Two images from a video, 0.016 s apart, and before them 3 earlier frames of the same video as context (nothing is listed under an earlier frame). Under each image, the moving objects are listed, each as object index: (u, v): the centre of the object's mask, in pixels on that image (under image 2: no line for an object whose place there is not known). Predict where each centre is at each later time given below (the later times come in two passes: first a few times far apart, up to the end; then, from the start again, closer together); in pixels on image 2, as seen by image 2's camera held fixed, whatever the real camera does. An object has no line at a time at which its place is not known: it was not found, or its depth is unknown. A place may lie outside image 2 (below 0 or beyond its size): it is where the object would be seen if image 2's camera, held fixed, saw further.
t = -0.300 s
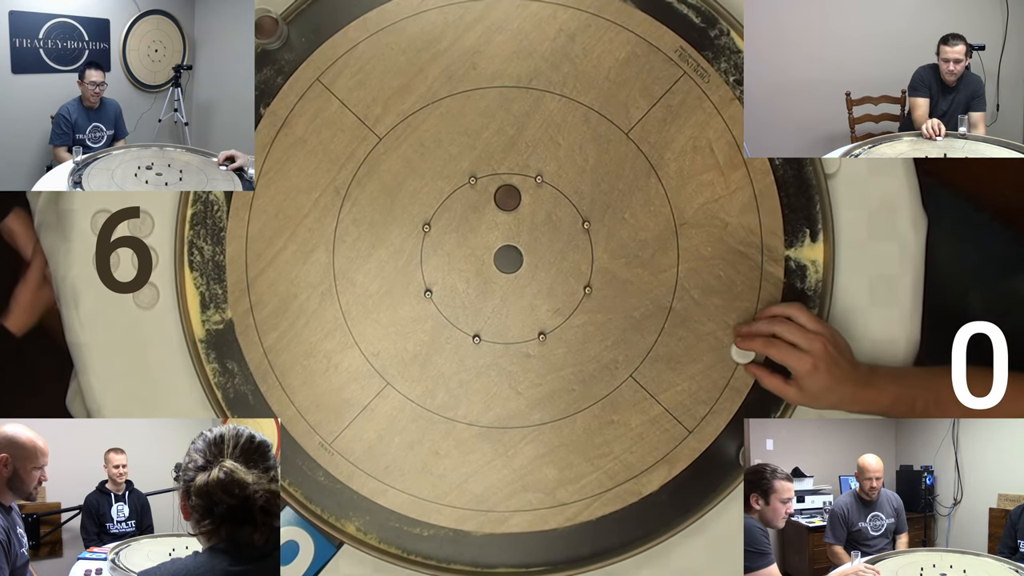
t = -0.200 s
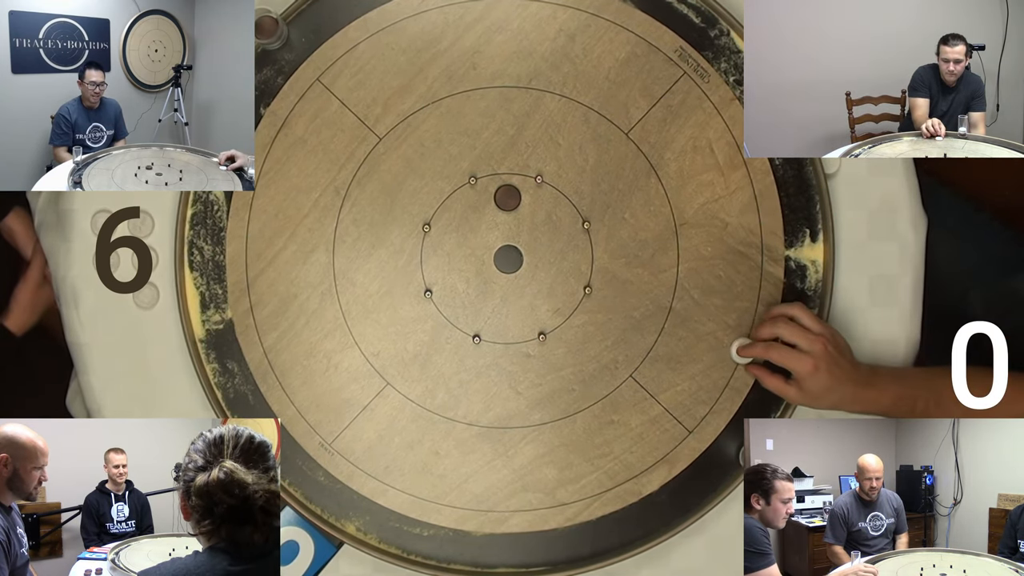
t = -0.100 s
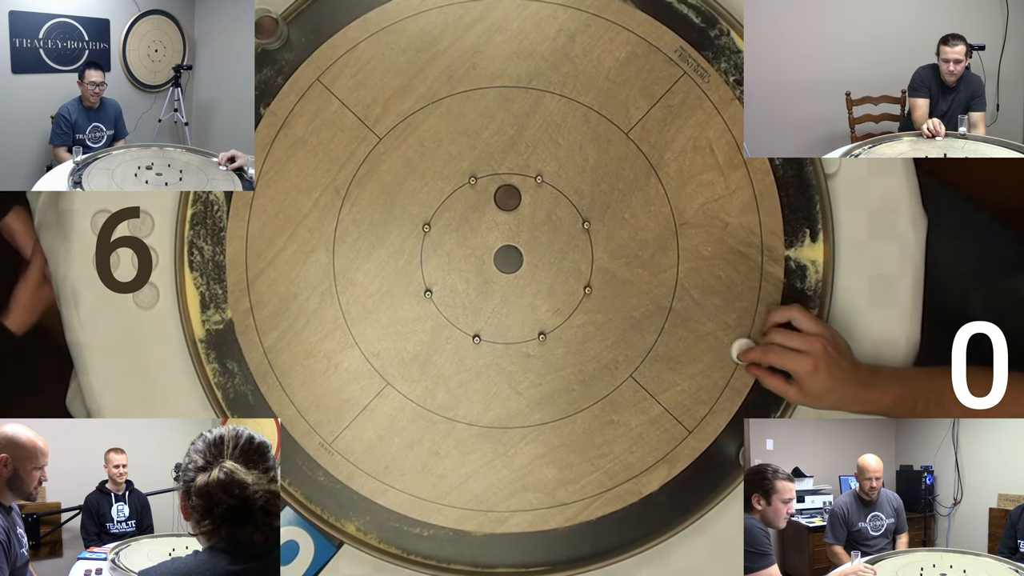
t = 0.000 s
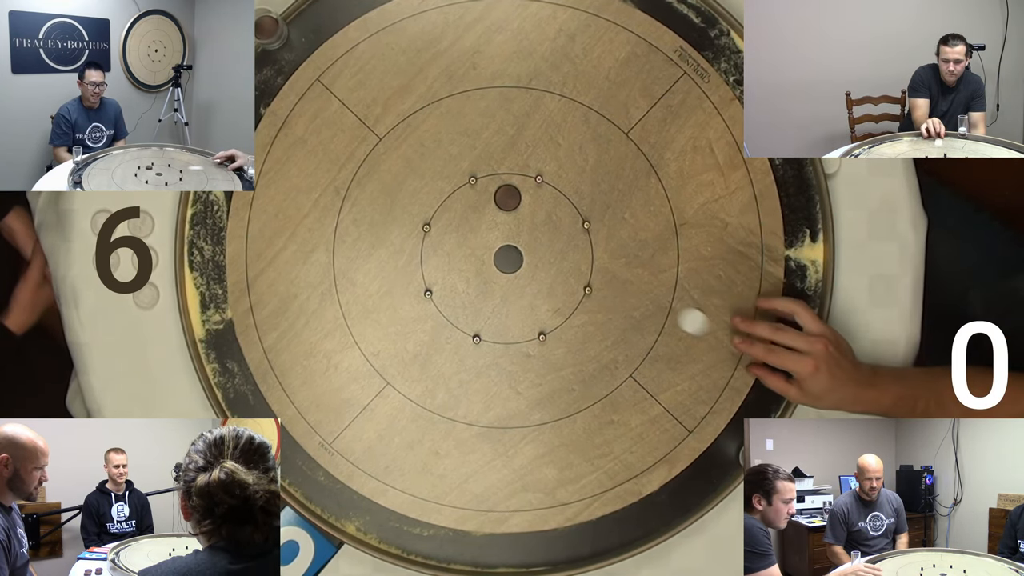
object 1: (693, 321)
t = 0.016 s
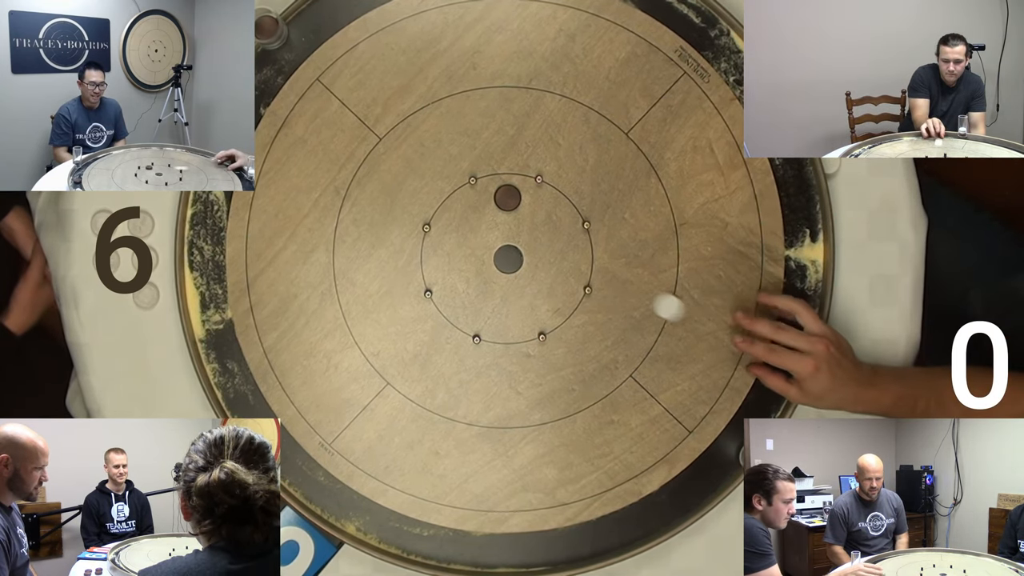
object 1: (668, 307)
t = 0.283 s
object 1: (447, 246)
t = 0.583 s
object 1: (382, 267)
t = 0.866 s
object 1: (379, 267)
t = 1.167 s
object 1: (379, 267)
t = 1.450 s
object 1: (379, 267)
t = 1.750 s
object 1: (379, 267)
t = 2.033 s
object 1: (379, 267)
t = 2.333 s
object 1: (379, 267)
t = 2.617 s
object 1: (379, 267)
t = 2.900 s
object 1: (379, 267)
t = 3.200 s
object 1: (379, 267)
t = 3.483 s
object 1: (379, 267)
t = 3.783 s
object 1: (379, 267)
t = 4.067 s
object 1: (379, 267)
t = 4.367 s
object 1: (379, 267)
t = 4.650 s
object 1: (379, 267)
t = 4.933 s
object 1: (379, 267)
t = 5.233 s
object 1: (379, 267)
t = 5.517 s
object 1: (379, 267)
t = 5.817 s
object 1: (379, 267)
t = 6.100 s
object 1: (379, 267)
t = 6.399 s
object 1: (379, 267)
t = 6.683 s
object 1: (379, 267)
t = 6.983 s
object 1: (379, 267)
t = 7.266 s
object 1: (379, 267)
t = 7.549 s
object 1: (379, 267)
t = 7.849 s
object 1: (379, 267)
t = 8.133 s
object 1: (379, 267)
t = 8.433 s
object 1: (379, 267)
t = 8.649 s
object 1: (379, 267)
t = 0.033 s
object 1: (644, 293)
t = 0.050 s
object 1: (621, 279)
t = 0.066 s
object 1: (597, 265)
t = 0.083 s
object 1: (575, 251)
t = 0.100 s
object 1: (552, 238)
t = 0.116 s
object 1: (529, 225)
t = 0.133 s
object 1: (516, 222)
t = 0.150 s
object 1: (507, 225)
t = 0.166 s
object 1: (498, 228)
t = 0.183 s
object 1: (490, 231)
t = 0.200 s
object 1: (481, 234)
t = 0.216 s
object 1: (474, 237)
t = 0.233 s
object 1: (467, 239)
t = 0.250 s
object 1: (460, 241)
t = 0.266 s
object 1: (453, 243)
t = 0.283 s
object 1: (447, 246)
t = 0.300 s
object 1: (441, 248)
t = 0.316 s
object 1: (435, 250)
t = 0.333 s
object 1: (430, 251)
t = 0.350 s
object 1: (425, 253)
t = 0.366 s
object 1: (420, 254)
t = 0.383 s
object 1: (415, 256)
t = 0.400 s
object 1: (411, 257)
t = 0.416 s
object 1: (407, 259)
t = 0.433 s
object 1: (403, 260)
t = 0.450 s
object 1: (400, 261)
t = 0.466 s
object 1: (397, 262)
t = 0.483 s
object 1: (394, 263)
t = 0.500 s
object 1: (391, 264)
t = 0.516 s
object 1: (389, 265)
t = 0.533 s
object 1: (387, 265)
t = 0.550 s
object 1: (385, 266)
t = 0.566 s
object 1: (384, 266)
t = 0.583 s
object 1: (382, 267)
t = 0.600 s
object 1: (381, 267)
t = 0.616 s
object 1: (380, 267)
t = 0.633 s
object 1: (380, 267)
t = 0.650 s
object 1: (380, 267)
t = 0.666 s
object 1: (379, 267)
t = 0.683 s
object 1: (379, 267)
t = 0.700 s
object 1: (379, 267)
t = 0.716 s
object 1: (379, 267)
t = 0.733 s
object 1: (379, 267)
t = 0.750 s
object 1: (379, 267)
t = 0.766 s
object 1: (379, 267)
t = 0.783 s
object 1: (379, 267)
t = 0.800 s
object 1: (379, 267)
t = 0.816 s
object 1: (379, 267)
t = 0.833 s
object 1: (379, 267)
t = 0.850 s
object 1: (379, 267)
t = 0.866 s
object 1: (379, 267)
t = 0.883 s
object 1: (379, 267)
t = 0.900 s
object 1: (379, 267)
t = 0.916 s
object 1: (379, 267)
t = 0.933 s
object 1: (379, 267)
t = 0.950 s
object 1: (379, 267)
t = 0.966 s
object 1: (379, 267)
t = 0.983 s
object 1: (379, 267)
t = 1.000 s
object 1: (379, 267)
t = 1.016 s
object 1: (379, 267)
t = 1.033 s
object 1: (379, 267)
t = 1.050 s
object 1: (379, 267)
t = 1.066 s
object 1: (379, 267)
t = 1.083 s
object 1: (379, 267)
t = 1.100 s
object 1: (379, 267)
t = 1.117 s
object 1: (379, 267)
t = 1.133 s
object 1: (379, 267)
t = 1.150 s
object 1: (379, 267)
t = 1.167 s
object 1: (379, 267)
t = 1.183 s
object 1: (379, 267)
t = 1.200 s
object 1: (379, 267)
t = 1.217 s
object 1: (379, 267)
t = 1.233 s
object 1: (379, 267)
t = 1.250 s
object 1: (379, 267)
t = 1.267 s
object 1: (379, 267)
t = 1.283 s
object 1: (379, 267)
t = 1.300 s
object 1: (379, 267)
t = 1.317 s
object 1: (379, 266)
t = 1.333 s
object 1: (379, 267)
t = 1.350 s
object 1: (379, 267)
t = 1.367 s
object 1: (379, 267)
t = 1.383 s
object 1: (379, 267)
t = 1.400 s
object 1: (379, 267)
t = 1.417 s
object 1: (379, 267)
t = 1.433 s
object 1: (379, 267)
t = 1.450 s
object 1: (379, 267)
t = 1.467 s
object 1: (379, 267)
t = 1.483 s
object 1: (379, 267)
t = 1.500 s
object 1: (379, 267)
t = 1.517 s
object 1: (379, 267)
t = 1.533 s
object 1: (379, 267)
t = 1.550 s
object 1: (379, 267)
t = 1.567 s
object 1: (379, 267)
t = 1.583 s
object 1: (379, 267)
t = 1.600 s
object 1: (379, 267)
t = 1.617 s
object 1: (379, 267)
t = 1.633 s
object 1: (379, 267)
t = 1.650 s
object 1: (379, 267)
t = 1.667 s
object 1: (379, 267)
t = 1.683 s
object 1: (379, 267)
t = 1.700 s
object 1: (379, 267)
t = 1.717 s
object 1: (379, 267)
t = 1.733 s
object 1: (379, 267)
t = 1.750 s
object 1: (379, 267)
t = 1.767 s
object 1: (379, 267)
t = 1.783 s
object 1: (379, 267)
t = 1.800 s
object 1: (379, 267)
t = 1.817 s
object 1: (379, 267)
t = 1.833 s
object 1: (379, 267)
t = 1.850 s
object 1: (379, 267)
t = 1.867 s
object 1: (379, 267)
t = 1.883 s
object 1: (379, 267)
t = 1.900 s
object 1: (379, 267)
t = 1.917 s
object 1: (379, 267)
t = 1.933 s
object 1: (379, 267)
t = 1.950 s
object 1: (379, 267)
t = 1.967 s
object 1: (379, 267)
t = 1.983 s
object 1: (379, 267)
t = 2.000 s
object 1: (379, 267)
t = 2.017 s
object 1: (379, 267)
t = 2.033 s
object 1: (379, 267)
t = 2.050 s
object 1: (379, 267)
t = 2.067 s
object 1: (379, 267)
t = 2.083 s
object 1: (379, 267)
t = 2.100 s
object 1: (379, 267)
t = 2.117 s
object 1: (379, 267)
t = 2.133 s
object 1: (379, 267)
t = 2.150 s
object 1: (379, 267)
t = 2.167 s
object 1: (379, 267)
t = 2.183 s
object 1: (379, 267)
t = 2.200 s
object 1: (379, 267)
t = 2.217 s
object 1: (379, 267)
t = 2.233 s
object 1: (379, 267)
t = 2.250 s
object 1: (379, 267)
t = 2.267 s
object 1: (379, 267)
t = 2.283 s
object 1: (379, 267)
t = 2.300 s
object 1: (379, 267)
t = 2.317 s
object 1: (379, 267)
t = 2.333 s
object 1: (379, 267)
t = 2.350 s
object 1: (379, 267)
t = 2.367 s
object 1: (379, 267)
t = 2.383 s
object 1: (379, 267)
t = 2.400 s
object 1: (379, 267)
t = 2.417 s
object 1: (379, 267)
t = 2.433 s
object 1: (379, 267)
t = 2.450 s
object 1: (379, 267)
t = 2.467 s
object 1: (379, 267)
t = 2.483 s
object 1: (379, 267)
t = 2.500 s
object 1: (379, 267)
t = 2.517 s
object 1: (379, 267)
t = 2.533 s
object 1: (379, 267)
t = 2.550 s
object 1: (379, 267)
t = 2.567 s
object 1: (379, 267)
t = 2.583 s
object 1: (379, 267)
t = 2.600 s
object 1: (379, 267)
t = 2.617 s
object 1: (379, 267)
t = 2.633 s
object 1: (379, 267)
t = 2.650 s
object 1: (379, 267)
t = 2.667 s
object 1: (379, 267)
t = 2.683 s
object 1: (379, 267)
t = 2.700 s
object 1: (379, 267)
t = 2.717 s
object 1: (379, 267)
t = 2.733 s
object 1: (379, 267)
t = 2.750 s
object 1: (379, 267)
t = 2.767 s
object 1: (379, 267)
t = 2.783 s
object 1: (379, 267)
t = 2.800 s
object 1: (379, 267)
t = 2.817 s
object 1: (379, 267)
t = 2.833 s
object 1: (379, 267)
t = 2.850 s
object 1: (379, 267)
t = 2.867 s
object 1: (379, 267)
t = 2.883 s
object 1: (379, 267)
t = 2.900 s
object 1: (379, 267)
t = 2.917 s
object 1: (379, 267)
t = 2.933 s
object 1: (379, 267)
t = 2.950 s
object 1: (379, 267)
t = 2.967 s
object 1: (379, 267)
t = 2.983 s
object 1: (379, 267)
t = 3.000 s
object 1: (379, 267)
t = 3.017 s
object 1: (379, 267)
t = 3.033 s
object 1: (379, 267)
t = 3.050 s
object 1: (379, 267)
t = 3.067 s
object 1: (379, 267)
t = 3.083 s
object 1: (379, 267)
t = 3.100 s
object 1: (379, 267)
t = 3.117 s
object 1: (379, 267)
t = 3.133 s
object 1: (379, 267)
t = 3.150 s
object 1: (379, 267)
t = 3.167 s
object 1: (379, 267)
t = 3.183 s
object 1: (379, 267)
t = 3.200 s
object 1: (379, 267)
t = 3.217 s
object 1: (379, 267)
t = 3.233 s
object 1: (379, 267)
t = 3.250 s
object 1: (379, 267)
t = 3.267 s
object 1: (379, 267)
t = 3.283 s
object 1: (379, 267)
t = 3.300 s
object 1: (379, 267)
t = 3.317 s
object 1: (379, 267)
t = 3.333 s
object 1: (379, 267)
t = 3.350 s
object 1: (379, 267)
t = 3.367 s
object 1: (379, 267)
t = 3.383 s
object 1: (379, 267)
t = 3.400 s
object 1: (379, 267)
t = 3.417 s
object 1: (379, 267)
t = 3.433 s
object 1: (379, 267)
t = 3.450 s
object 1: (379, 267)
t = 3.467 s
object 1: (379, 267)
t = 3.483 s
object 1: (379, 267)
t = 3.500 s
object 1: (379, 267)
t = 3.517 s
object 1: (379, 267)
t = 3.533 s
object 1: (379, 267)
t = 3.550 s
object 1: (379, 267)
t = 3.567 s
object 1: (379, 267)
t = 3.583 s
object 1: (379, 267)
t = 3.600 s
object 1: (379, 267)
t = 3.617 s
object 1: (379, 267)
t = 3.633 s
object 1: (379, 267)
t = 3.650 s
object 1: (379, 267)
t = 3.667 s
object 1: (379, 267)
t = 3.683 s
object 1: (379, 267)
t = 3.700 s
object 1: (379, 267)
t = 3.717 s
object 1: (379, 267)
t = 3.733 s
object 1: (379, 267)
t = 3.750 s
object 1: (379, 267)
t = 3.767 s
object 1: (379, 267)
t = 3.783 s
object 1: (379, 267)
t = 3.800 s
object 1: (379, 267)
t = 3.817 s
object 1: (379, 267)
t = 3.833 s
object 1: (379, 267)
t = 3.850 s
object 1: (379, 267)
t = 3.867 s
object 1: (379, 267)
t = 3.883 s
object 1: (379, 267)
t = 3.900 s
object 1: (379, 267)
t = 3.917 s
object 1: (379, 267)
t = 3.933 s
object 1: (379, 267)
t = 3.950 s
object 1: (379, 267)
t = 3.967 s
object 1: (379, 267)
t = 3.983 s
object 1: (379, 267)
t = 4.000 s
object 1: (379, 267)
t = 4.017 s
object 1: (379, 267)
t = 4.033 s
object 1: (379, 267)
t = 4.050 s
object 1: (379, 267)
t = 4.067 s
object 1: (379, 267)
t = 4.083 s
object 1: (379, 267)
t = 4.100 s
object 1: (379, 267)
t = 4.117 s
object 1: (379, 267)
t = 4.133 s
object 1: (379, 267)
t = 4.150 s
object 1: (379, 267)
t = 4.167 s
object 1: (379, 267)
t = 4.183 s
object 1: (379, 267)
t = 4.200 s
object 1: (379, 267)
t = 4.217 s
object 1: (379, 267)
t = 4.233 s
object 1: (379, 267)
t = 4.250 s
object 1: (379, 267)
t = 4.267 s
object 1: (379, 267)
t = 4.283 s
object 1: (379, 267)
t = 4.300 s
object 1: (379, 267)
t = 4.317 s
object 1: (379, 267)
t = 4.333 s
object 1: (379, 267)
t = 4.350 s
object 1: (379, 267)
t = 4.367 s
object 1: (379, 267)
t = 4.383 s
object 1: (379, 267)
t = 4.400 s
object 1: (379, 267)
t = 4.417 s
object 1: (379, 267)
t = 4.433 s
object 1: (379, 267)
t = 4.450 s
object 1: (379, 267)
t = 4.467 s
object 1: (379, 267)
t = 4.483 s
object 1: (379, 267)
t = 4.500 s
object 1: (379, 267)
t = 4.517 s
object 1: (379, 267)
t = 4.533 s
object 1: (379, 267)
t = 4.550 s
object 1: (379, 267)
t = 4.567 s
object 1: (379, 267)
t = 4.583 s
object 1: (379, 267)
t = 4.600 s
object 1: (379, 267)
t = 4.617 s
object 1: (379, 267)
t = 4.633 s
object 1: (379, 267)
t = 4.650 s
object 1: (379, 267)
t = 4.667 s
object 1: (379, 267)
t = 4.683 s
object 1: (379, 267)
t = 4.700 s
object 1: (379, 267)
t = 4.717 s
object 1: (379, 267)
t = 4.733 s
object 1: (379, 267)
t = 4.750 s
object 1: (379, 267)
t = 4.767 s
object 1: (379, 267)
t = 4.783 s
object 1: (379, 267)
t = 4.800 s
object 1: (379, 267)
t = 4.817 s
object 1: (379, 267)
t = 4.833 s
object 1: (379, 267)
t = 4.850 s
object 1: (379, 267)
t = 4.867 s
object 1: (379, 267)
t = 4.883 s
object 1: (379, 267)
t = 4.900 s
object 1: (379, 267)
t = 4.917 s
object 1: (379, 267)
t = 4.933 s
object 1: (379, 267)
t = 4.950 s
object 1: (379, 267)
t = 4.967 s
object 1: (379, 267)
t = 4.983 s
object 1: (379, 267)
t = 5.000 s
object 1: (379, 267)
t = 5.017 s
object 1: (379, 267)
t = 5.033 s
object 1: (379, 267)
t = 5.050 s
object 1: (379, 267)
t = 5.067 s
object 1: (379, 267)
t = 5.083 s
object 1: (379, 267)
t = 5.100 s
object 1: (379, 267)
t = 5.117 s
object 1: (379, 267)
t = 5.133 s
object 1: (379, 267)
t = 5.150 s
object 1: (379, 267)
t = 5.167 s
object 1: (379, 267)
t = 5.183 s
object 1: (379, 267)
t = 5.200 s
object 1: (379, 267)
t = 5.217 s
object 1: (379, 267)
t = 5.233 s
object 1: (379, 267)
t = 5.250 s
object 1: (379, 267)
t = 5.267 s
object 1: (379, 267)
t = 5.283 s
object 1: (379, 267)
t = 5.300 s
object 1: (379, 267)
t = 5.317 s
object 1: (379, 267)
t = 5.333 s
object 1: (379, 267)
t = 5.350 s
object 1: (379, 267)
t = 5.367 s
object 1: (379, 267)
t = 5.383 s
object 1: (379, 267)
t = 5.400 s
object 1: (379, 267)
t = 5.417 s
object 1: (379, 267)
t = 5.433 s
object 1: (379, 267)
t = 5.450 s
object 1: (379, 267)
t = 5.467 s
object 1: (379, 267)
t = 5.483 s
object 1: (379, 267)
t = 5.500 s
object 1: (379, 267)
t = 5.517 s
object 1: (379, 267)
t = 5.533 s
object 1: (379, 267)
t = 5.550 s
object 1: (379, 267)
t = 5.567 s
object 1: (379, 267)
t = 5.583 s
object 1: (379, 267)
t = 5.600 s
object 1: (379, 267)
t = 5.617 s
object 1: (379, 267)
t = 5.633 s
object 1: (379, 267)
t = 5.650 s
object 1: (379, 267)
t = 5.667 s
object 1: (379, 267)
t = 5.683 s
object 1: (379, 267)
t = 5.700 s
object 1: (379, 267)
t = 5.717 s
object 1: (379, 267)
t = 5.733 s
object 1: (379, 267)
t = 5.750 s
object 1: (379, 267)
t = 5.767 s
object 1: (379, 267)
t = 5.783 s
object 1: (379, 267)
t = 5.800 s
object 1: (379, 267)
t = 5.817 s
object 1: (379, 267)
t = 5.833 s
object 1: (379, 267)
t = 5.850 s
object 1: (379, 267)
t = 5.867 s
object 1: (379, 267)
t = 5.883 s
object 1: (379, 267)
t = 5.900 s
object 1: (379, 267)
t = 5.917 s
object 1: (379, 267)
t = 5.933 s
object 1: (379, 267)
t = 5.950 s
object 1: (379, 267)
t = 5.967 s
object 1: (379, 267)
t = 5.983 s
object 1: (379, 267)
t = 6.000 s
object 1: (379, 267)
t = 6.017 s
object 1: (379, 267)
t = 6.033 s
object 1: (379, 267)
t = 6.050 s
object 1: (379, 267)
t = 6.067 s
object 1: (379, 267)
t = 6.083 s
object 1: (379, 267)
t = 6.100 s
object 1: (379, 267)
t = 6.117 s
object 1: (379, 267)
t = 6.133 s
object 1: (379, 267)
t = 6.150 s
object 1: (379, 267)
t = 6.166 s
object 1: (379, 267)
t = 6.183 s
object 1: (379, 267)
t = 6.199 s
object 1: (379, 267)
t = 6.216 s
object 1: (379, 267)
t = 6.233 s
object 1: (379, 267)
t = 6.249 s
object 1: (379, 267)
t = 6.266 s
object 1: (379, 267)
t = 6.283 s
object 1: (379, 267)
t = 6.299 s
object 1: (379, 267)
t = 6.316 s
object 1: (379, 267)
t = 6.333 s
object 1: (379, 267)
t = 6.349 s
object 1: (379, 267)
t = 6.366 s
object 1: (379, 267)
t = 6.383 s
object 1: (379, 267)
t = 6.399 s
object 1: (379, 267)
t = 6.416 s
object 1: (379, 267)
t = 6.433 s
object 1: (379, 267)
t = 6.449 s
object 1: (379, 267)
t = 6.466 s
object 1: (379, 267)
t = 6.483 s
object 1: (379, 267)
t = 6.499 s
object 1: (379, 267)
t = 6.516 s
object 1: (379, 267)
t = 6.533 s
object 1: (379, 267)
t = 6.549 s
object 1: (379, 267)
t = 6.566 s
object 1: (379, 267)
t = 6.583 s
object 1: (379, 267)
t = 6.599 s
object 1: (379, 267)
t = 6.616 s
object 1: (379, 267)
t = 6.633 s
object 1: (379, 267)
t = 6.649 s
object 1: (379, 267)
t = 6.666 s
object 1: (379, 267)
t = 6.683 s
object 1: (379, 267)
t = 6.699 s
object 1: (379, 267)
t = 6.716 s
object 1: (379, 267)
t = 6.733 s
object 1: (379, 267)
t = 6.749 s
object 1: (379, 267)
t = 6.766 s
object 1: (379, 267)
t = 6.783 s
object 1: (379, 267)
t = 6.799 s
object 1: (379, 267)
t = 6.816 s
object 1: (379, 267)
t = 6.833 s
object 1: (379, 267)
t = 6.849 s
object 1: (379, 267)
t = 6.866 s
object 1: (379, 267)
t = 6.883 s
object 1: (379, 267)
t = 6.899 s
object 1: (379, 267)
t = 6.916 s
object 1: (379, 267)
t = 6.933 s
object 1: (379, 267)
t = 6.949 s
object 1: (379, 267)
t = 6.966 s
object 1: (379, 267)
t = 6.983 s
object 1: (379, 267)
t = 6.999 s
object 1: (379, 267)
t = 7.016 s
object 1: (379, 267)
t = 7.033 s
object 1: (379, 267)
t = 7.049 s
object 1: (379, 267)
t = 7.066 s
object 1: (379, 267)
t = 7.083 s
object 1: (379, 267)
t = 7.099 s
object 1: (379, 267)
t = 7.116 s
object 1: (379, 267)
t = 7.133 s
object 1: (379, 267)
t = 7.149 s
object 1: (379, 267)
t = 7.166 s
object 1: (379, 267)
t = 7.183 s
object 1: (379, 267)
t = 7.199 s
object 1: (379, 267)
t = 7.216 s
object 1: (379, 267)
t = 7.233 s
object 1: (379, 267)
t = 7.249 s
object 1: (379, 267)
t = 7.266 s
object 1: (379, 267)
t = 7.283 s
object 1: (379, 267)
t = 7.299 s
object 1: (379, 267)
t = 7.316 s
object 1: (379, 267)
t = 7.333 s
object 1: (379, 267)
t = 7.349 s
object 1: (379, 267)
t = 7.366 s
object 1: (379, 267)
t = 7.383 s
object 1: (379, 267)
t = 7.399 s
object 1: (379, 267)
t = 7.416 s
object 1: (379, 267)
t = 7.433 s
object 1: (379, 267)
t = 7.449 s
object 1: (379, 267)
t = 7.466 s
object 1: (379, 267)
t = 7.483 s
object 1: (379, 267)
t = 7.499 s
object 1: (379, 267)
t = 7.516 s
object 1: (379, 267)
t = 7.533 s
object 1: (379, 267)
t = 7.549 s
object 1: (379, 267)
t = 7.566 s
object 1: (379, 267)
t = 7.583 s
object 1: (379, 267)
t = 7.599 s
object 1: (379, 267)
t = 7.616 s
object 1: (379, 267)
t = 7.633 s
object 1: (379, 267)
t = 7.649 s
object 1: (379, 267)
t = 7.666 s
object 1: (379, 267)
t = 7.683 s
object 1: (379, 267)
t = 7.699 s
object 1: (379, 267)
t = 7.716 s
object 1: (379, 267)
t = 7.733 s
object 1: (379, 267)
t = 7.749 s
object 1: (379, 267)
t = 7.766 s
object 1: (379, 267)
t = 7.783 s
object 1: (379, 267)
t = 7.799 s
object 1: (379, 267)
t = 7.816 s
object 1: (379, 267)
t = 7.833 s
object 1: (379, 267)
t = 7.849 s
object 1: (379, 267)
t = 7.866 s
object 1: (379, 267)
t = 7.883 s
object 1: (379, 267)
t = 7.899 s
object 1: (379, 267)
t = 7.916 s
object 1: (379, 267)
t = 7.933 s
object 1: (379, 267)
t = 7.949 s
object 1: (379, 267)
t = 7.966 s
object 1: (379, 267)
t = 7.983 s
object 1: (379, 267)
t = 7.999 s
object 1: (379, 267)
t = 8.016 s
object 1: (379, 267)
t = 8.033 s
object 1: (379, 267)
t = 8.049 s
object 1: (379, 267)
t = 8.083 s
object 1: (379, 267)
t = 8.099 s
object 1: (379, 267)
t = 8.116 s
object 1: (379, 267)
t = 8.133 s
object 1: (379, 267)
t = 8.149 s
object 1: (379, 267)
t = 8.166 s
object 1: (379, 267)
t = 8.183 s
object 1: (379, 267)
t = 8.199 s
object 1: (379, 267)
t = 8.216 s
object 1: (379, 267)
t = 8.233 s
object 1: (379, 267)
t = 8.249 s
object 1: (379, 267)
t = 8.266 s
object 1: (379, 267)
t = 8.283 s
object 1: (379, 267)
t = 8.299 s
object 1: (379, 267)
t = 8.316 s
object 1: (379, 267)
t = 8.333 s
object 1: (379, 267)
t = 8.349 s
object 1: (379, 267)
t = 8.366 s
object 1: (379, 267)
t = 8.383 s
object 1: (379, 267)
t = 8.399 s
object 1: (379, 267)
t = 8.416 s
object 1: (379, 267)
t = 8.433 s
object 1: (379, 267)
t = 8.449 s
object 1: (379, 267)
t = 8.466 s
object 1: (379, 267)
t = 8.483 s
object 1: (379, 267)
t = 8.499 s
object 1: (379, 267)
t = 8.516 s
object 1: (379, 267)
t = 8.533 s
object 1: (379, 267)
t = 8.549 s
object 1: (379, 267)
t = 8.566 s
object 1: (379, 267)
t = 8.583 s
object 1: (379, 267)
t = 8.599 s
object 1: (379, 267)
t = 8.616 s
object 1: (379, 267)
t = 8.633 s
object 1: (379, 267)
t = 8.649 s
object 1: (379, 267)
